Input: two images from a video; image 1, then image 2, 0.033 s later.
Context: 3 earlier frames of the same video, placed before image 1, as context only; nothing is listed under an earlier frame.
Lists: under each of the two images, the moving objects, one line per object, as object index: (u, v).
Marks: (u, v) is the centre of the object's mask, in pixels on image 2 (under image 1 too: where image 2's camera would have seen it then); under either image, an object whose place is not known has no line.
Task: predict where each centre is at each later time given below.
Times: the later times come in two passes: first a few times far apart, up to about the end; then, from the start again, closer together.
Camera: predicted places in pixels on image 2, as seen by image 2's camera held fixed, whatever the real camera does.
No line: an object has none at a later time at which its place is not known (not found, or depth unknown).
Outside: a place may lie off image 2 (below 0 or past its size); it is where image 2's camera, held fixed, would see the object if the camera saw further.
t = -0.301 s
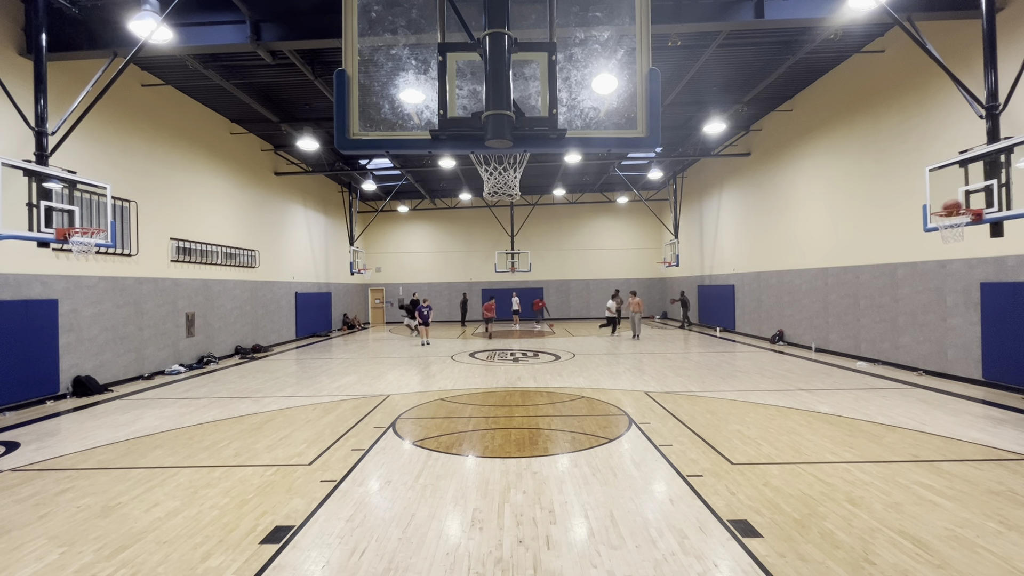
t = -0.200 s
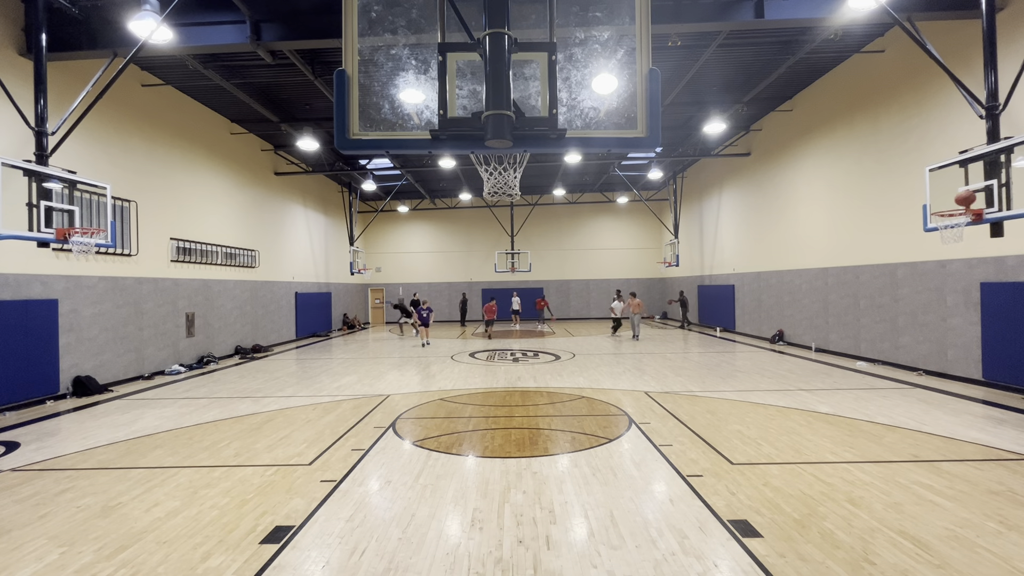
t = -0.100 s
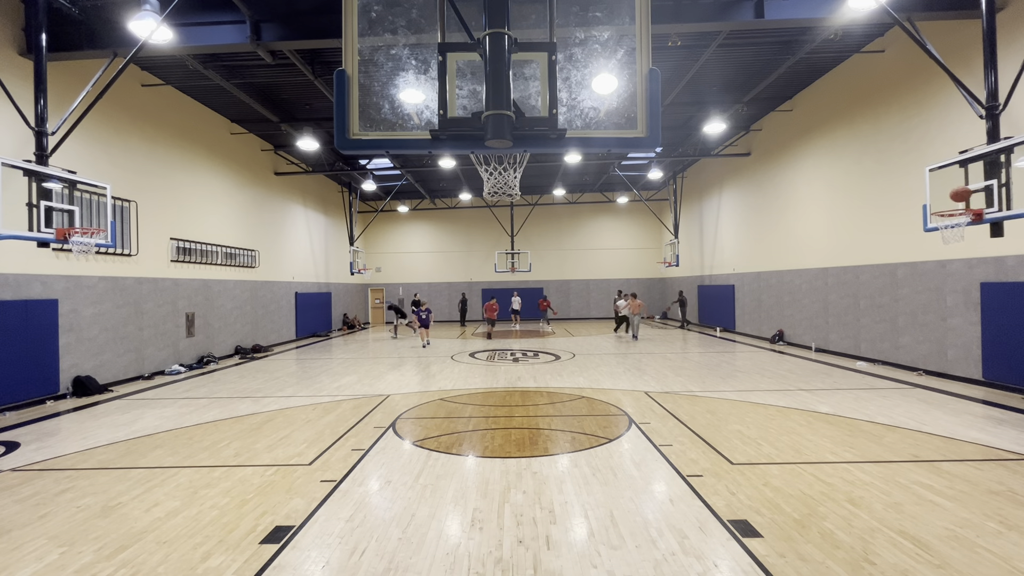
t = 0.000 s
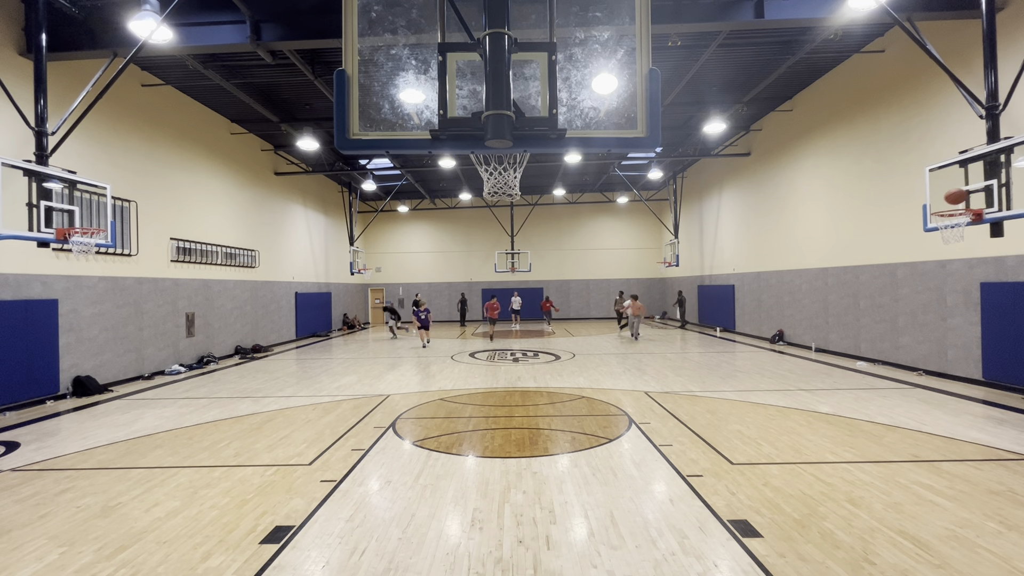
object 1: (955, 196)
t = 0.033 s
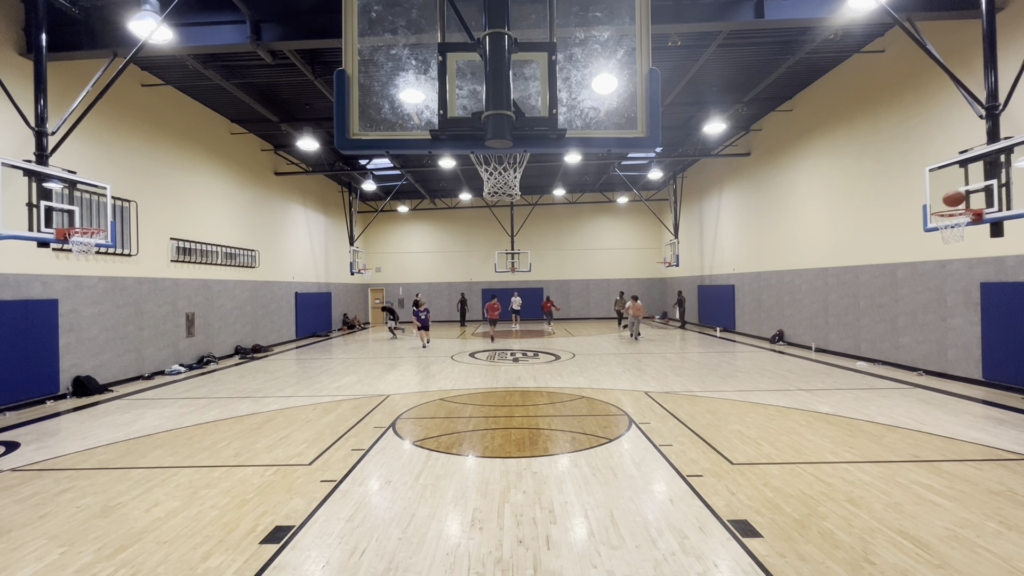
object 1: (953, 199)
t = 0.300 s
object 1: (939, 248)
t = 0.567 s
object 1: (925, 357)
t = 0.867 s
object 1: (916, 379)
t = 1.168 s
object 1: (916, 307)
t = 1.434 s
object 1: (918, 306)
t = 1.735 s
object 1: (921, 385)
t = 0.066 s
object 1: (952, 202)
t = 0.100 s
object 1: (950, 206)
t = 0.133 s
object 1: (948, 210)
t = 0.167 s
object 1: (946, 216)
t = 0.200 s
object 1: (944, 222)
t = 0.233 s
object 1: (943, 230)
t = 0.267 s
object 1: (941, 238)
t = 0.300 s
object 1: (939, 248)
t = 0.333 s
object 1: (937, 258)
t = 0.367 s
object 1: (936, 269)
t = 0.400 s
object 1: (934, 281)
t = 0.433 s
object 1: (932, 294)
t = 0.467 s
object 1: (930, 308)
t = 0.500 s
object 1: (929, 324)
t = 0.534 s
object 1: (927, 340)
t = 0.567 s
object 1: (925, 357)
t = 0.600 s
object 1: (922, 376)
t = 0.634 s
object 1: (921, 395)
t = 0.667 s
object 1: (918, 416)
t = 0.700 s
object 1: (916, 438)
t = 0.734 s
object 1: (916, 434)
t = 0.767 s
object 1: (915, 419)
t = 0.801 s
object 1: (915, 405)
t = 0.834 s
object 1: (916, 392)
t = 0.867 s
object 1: (916, 379)
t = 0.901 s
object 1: (916, 368)
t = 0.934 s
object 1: (916, 359)
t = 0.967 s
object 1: (915, 347)
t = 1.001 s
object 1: (916, 339)
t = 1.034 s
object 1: (916, 330)
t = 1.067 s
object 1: (916, 324)
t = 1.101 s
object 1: (916, 317)
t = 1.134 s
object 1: (917, 312)
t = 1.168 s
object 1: (916, 307)
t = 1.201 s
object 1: (916, 304)
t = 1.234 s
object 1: (917, 301)
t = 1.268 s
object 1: (917, 299)
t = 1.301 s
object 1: (917, 299)
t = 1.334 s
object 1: (917, 299)
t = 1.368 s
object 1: (917, 301)
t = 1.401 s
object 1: (917, 303)
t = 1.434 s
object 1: (918, 306)
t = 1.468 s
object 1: (918, 311)
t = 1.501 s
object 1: (918, 316)
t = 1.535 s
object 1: (918, 322)
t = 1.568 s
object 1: (919, 331)
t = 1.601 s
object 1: (919, 339)
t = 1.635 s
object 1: (920, 349)
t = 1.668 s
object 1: (920, 360)
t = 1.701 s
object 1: (920, 372)
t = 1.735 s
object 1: (921, 385)
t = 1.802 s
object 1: (922, 416)
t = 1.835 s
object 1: (922, 433)
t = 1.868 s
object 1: (923, 451)
